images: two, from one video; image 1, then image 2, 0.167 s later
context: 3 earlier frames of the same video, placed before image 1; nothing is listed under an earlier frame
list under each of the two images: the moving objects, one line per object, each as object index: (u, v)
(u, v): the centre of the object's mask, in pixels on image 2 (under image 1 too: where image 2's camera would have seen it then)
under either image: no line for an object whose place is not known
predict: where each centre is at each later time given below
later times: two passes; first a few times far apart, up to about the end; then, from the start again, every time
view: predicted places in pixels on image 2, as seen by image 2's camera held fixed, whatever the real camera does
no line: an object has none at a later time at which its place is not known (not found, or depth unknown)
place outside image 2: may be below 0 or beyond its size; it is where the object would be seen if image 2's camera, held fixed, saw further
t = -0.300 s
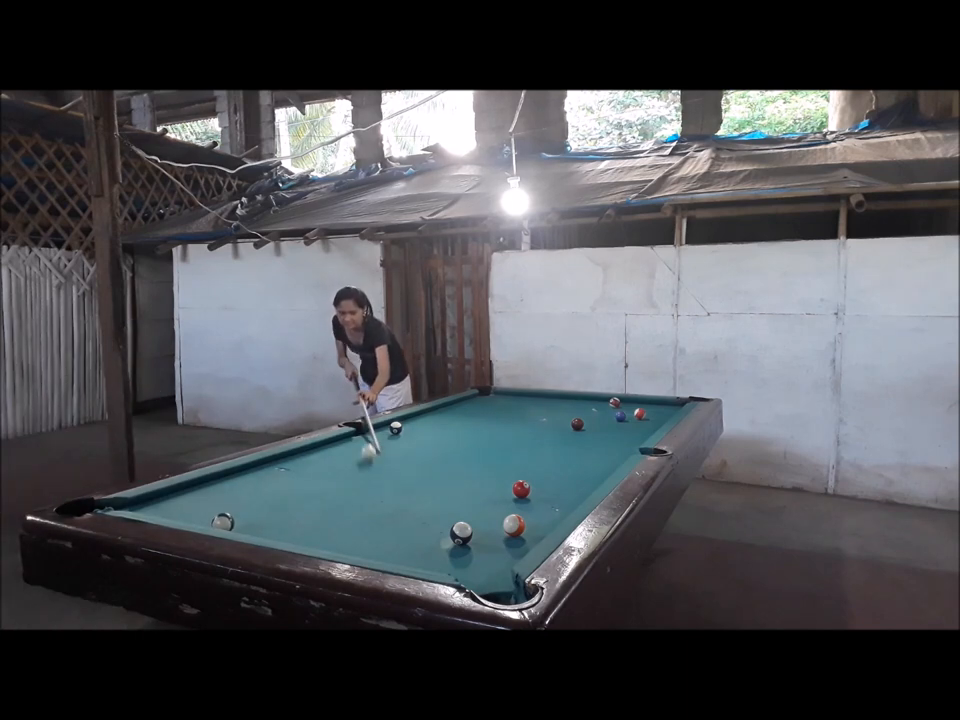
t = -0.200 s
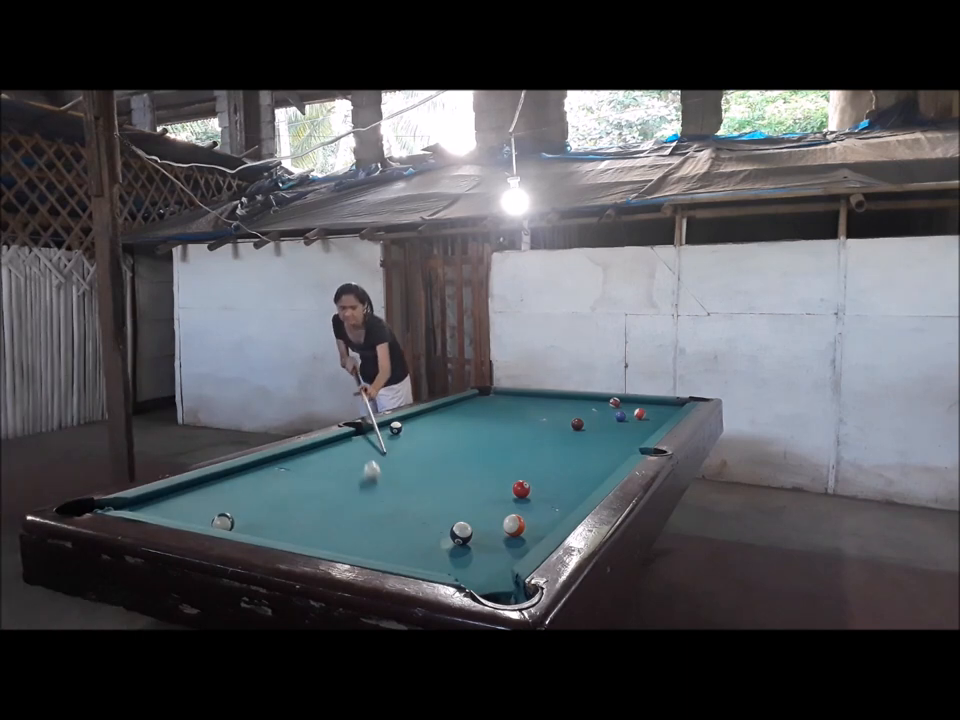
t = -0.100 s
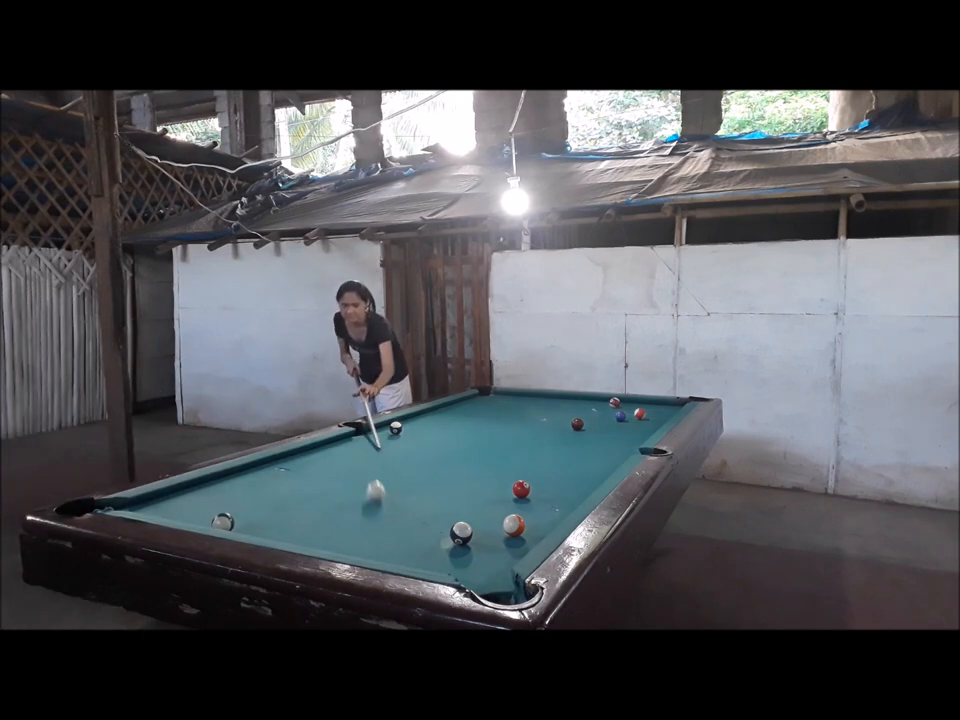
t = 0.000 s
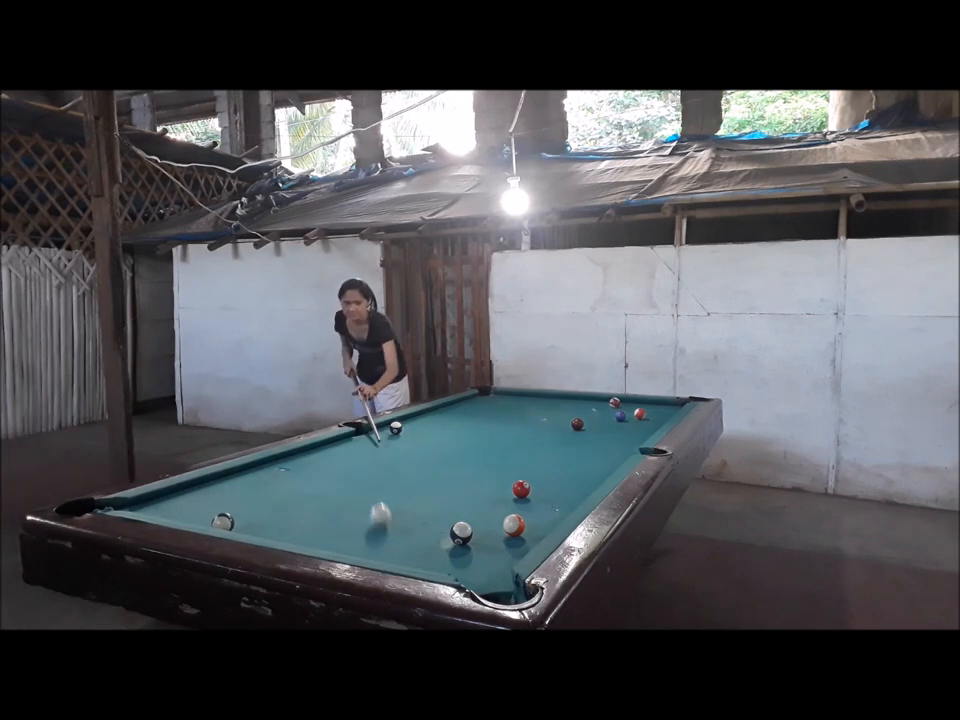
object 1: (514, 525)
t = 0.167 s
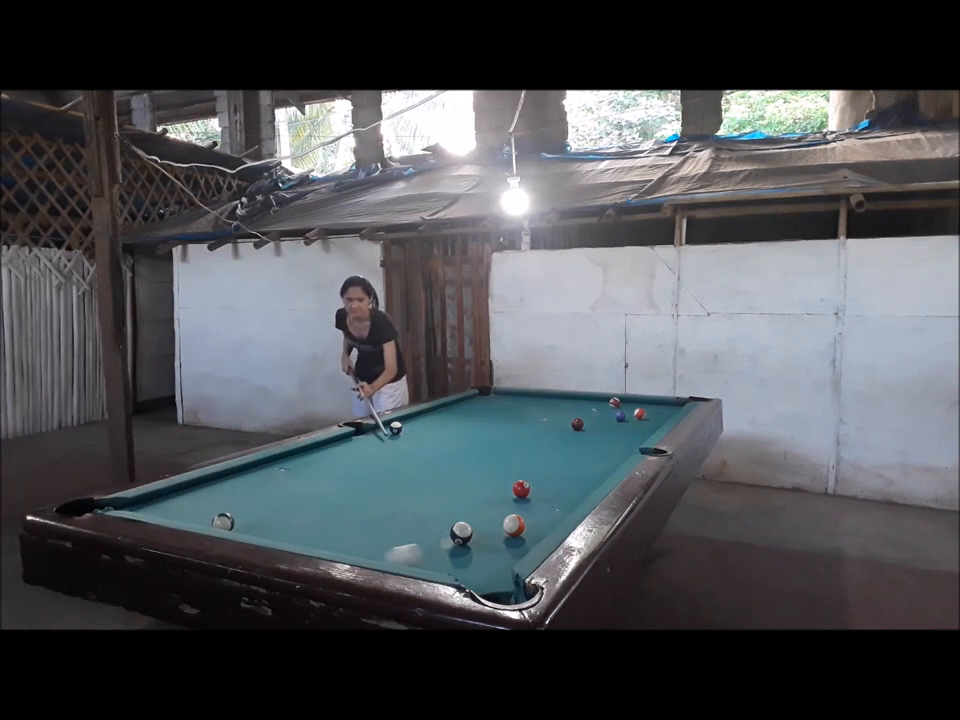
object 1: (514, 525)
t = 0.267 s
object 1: (514, 525)
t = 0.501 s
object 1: (500, 520)
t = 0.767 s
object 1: (456, 503)
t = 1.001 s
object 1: (425, 491)
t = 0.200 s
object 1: (514, 525)
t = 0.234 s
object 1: (514, 525)
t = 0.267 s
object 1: (514, 525)
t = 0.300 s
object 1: (514, 525)
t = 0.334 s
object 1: (514, 524)
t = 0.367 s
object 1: (513, 522)
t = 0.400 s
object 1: (513, 524)
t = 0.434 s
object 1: (513, 525)
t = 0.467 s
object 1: (508, 522)
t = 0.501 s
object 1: (500, 520)
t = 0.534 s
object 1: (494, 517)
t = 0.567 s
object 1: (488, 515)
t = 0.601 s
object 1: (482, 513)
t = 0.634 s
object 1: (476, 511)
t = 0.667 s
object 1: (471, 509)
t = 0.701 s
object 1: (466, 508)
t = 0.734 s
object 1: (461, 506)
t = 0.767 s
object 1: (456, 503)
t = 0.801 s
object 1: (451, 501)
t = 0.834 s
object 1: (446, 500)
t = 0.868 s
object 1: (442, 498)
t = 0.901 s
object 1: (438, 497)
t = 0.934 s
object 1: (434, 495)
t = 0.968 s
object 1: (429, 493)
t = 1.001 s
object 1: (425, 491)
